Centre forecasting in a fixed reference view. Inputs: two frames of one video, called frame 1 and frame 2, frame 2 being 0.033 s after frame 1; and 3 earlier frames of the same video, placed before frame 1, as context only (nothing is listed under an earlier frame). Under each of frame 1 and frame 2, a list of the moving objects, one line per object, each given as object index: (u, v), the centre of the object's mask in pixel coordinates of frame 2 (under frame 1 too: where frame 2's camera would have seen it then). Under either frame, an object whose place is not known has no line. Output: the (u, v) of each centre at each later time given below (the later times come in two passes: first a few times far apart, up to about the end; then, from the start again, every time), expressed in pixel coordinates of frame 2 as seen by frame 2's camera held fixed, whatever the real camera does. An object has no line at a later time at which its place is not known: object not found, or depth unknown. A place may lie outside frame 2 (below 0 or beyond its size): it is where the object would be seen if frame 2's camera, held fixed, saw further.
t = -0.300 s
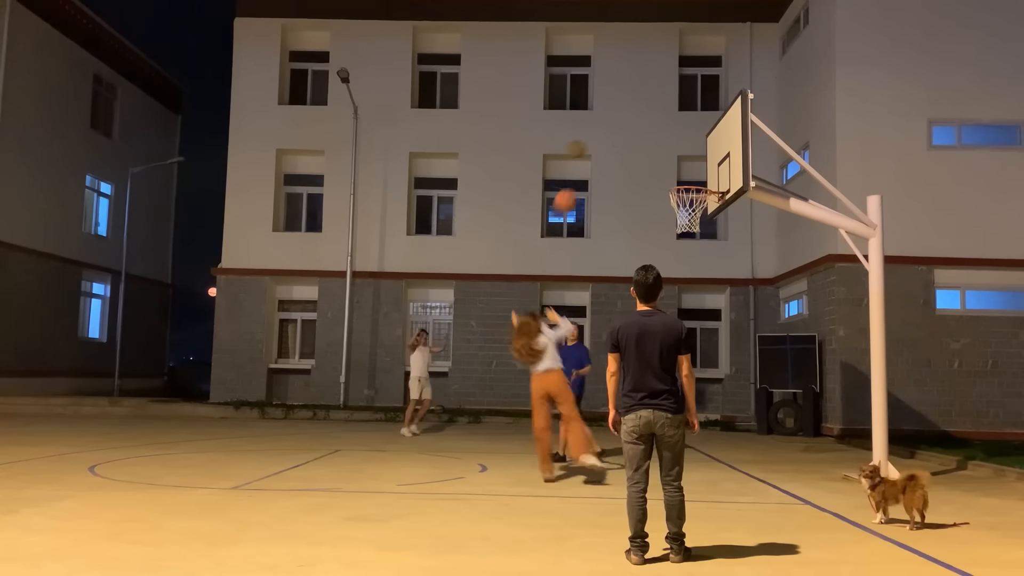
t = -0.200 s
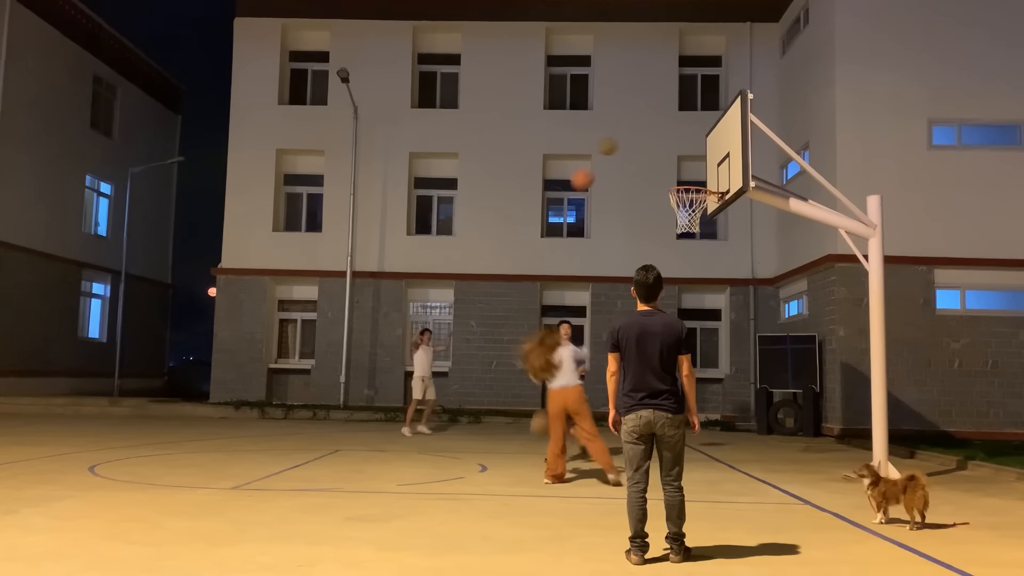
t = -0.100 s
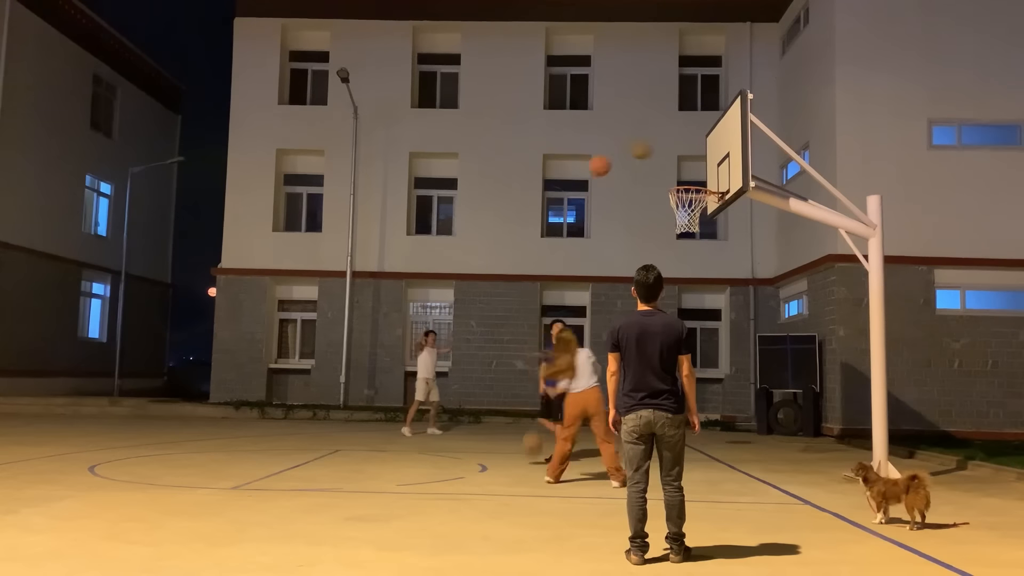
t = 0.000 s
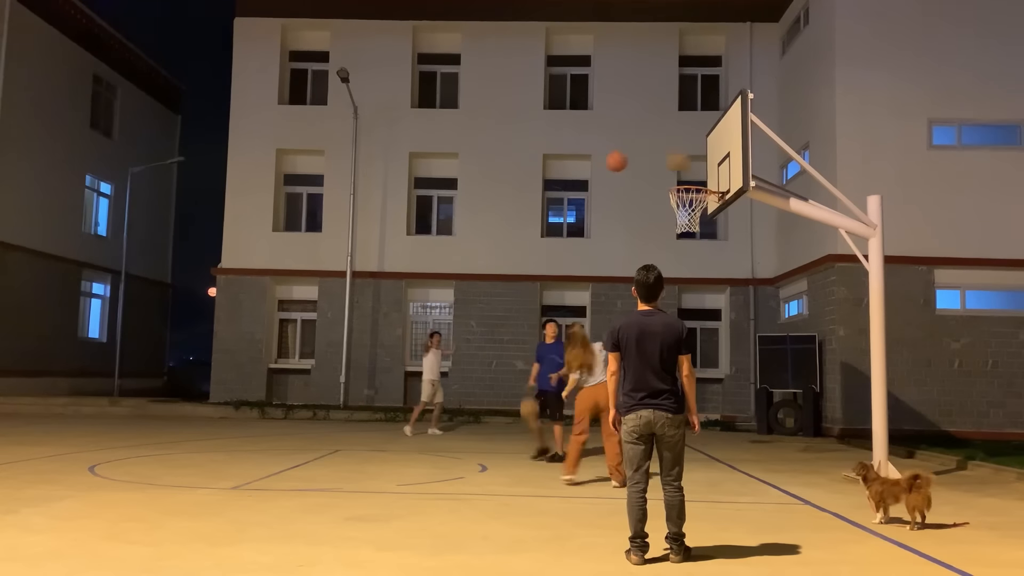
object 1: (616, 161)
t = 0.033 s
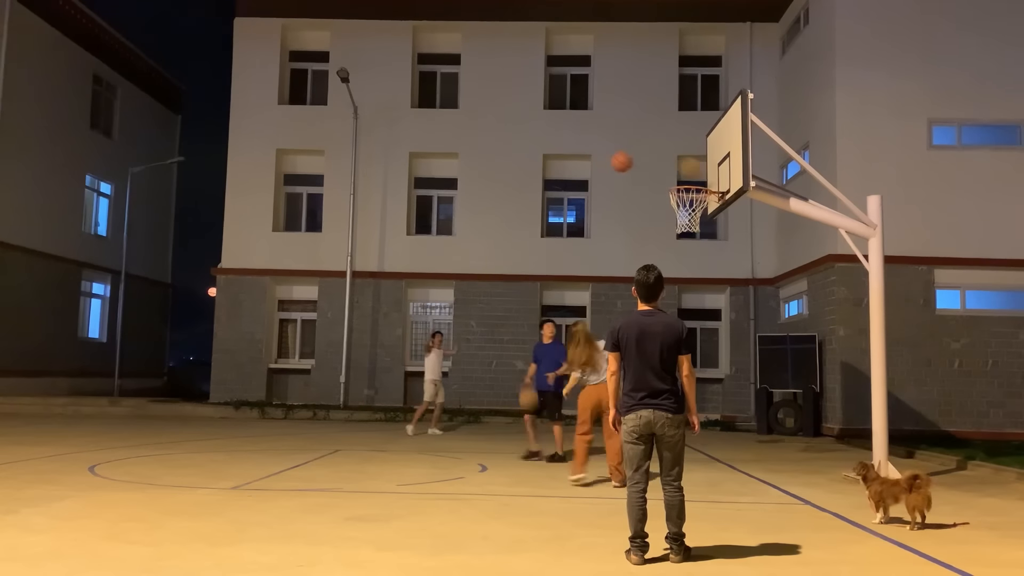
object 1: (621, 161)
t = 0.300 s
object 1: (660, 196)
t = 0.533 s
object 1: (651, 257)
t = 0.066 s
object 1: (627, 163)
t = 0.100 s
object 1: (632, 165)
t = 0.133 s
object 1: (638, 168)
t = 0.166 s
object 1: (643, 172)
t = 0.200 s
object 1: (648, 177)
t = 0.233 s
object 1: (653, 183)
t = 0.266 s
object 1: (658, 190)
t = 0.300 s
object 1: (660, 196)
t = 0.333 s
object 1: (660, 202)
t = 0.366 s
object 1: (658, 211)
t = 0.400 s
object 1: (657, 218)
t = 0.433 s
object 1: (656, 227)
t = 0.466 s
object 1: (654, 237)
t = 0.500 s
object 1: (653, 248)
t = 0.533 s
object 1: (651, 257)
